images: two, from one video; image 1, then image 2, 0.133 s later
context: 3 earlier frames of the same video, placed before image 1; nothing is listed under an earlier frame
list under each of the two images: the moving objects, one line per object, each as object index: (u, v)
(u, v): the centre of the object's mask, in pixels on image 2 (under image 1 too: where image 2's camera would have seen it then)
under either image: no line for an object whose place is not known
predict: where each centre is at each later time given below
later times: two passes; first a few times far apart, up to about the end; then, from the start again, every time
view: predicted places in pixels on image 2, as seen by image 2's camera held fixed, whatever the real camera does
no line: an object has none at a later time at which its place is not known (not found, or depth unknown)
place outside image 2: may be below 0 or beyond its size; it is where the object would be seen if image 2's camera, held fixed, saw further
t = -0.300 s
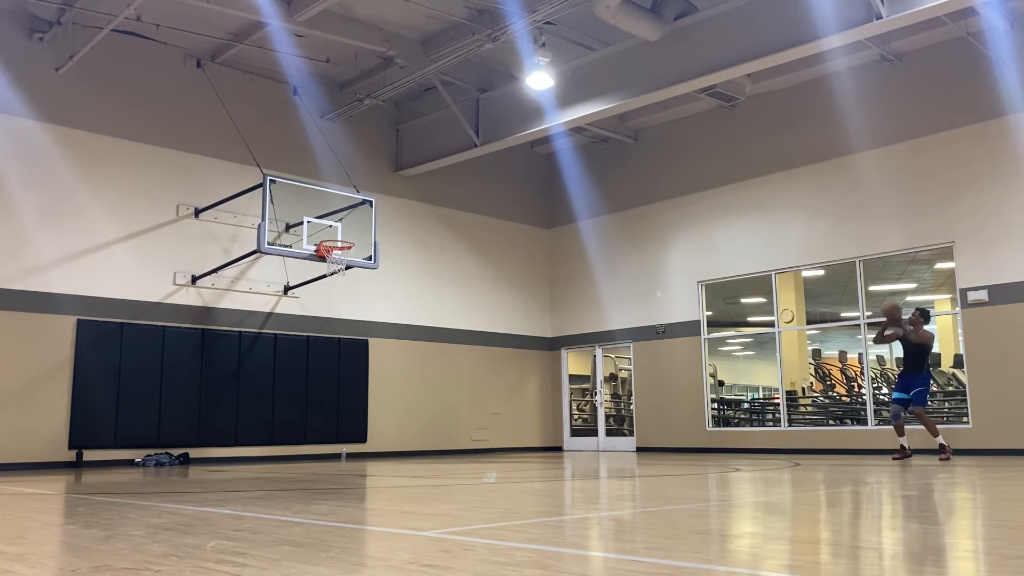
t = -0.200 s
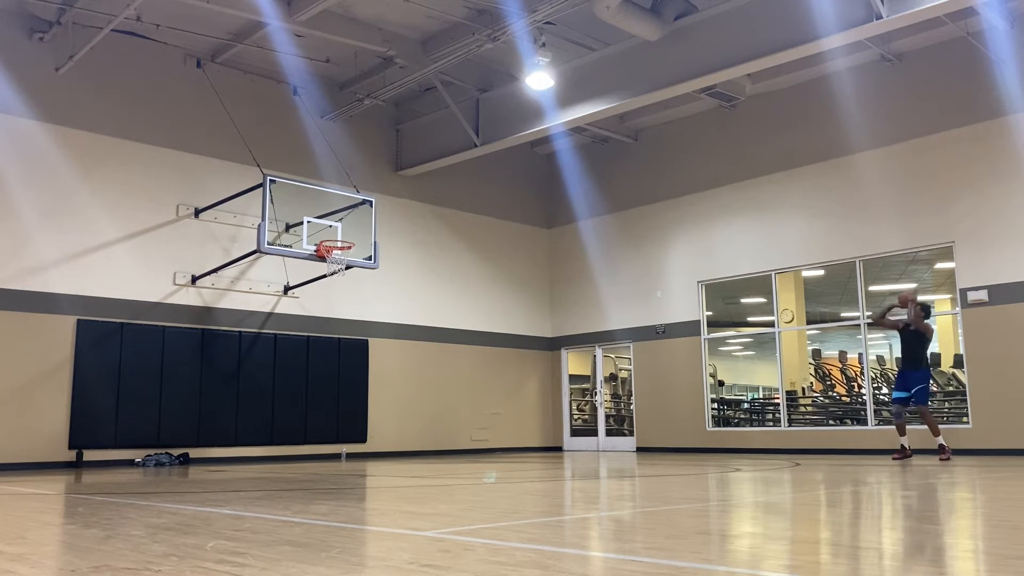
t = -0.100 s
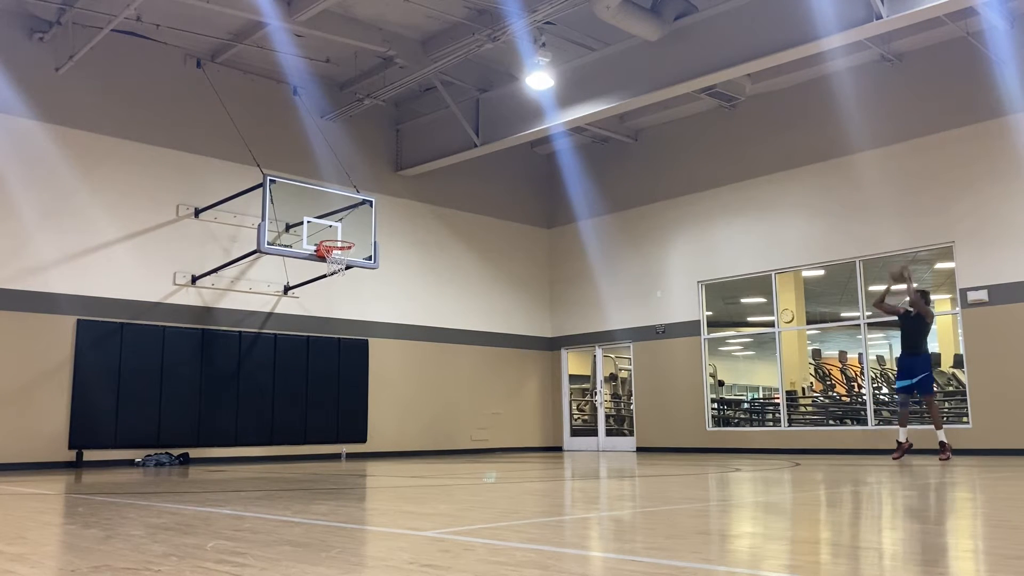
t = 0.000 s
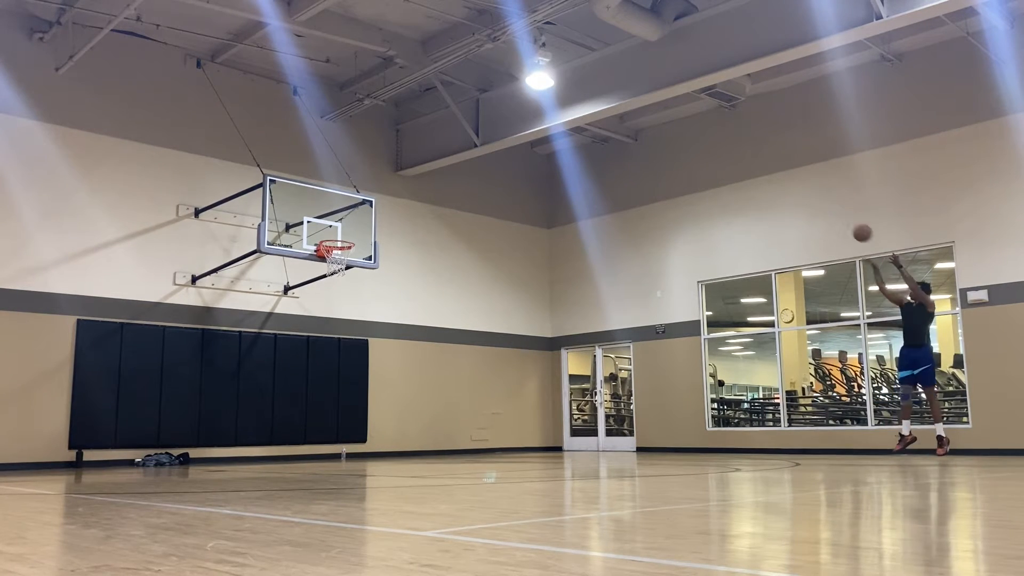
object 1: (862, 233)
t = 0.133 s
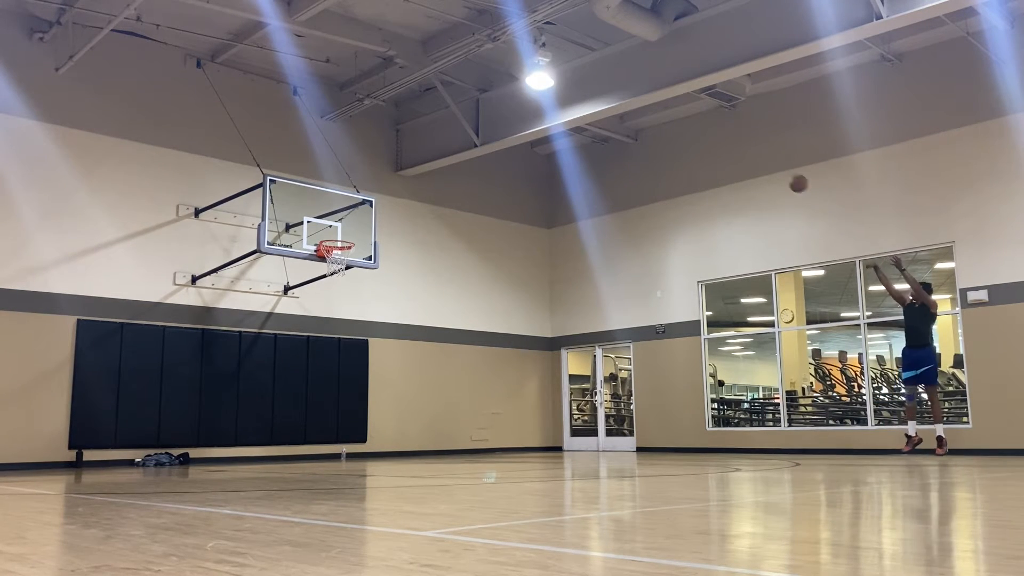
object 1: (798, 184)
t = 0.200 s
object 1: (768, 164)
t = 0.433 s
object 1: (666, 122)
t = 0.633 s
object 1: (586, 115)
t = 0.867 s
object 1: (495, 138)
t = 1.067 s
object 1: (420, 185)
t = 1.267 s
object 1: (373, 241)
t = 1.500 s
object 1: (460, 255)
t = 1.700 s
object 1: (537, 300)
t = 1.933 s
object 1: (628, 388)
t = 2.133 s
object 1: (695, 421)
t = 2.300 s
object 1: (734, 362)
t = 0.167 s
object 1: (783, 173)
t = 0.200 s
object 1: (768, 164)
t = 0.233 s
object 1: (753, 155)
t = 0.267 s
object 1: (737, 148)
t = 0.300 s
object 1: (723, 141)
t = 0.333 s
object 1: (708, 135)
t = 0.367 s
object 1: (694, 130)
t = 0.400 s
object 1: (680, 126)
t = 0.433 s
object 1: (666, 122)
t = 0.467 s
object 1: (652, 118)
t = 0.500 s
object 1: (638, 117)
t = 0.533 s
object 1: (624, 115)
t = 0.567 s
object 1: (611, 114)
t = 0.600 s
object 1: (599, 114)
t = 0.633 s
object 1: (586, 115)
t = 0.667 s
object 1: (572, 117)
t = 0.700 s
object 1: (559, 118)
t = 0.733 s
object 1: (545, 121)
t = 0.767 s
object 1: (533, 124)
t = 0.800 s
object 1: (520, 128)
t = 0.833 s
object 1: (508, 133)
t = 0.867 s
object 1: (495, 138)
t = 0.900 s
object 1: (483, 144)
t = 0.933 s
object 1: (470, 151)
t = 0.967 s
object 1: (457, 158)
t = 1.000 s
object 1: (444, 167)
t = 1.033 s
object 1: (432, 176)
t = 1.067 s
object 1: (420, 185)
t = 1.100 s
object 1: (407, 196)
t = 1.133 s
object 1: (394, 207)
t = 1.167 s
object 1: (382, 219)
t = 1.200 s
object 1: (369, 230)
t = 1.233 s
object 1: (360, 241)
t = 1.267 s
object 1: (373, 241)
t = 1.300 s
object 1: (385, 241)
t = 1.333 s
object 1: (398, 242)
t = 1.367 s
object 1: (410, 243)
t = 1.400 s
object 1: (423, 245)
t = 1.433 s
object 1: (436, 248)
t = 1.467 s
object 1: (448, 252)
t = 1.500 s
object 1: (460, 255)
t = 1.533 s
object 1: (473, 261)
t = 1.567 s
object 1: (486, 267)
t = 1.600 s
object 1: (499, 274)
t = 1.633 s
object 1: (511, 282)
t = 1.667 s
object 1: (524, 290)
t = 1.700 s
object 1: (537, 300)
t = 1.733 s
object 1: (549, 310)
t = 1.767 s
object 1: (562, 321)
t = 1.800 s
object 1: (575, 331)
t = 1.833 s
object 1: (588, 344)
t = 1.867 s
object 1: (601, 358)
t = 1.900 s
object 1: (614, 372)
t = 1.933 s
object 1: (628, 388)
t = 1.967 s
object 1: (640, 404)
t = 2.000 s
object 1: (654, 422)
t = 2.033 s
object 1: (667, 440)
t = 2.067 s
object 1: (680, 450)
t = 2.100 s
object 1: (688, 435)
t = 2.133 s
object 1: (695, 421)
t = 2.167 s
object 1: (703, 407)
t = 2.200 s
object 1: (711, 393)
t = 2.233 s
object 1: (718, 382)
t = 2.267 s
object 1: (726, 371)
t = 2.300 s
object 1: (734, 362)
